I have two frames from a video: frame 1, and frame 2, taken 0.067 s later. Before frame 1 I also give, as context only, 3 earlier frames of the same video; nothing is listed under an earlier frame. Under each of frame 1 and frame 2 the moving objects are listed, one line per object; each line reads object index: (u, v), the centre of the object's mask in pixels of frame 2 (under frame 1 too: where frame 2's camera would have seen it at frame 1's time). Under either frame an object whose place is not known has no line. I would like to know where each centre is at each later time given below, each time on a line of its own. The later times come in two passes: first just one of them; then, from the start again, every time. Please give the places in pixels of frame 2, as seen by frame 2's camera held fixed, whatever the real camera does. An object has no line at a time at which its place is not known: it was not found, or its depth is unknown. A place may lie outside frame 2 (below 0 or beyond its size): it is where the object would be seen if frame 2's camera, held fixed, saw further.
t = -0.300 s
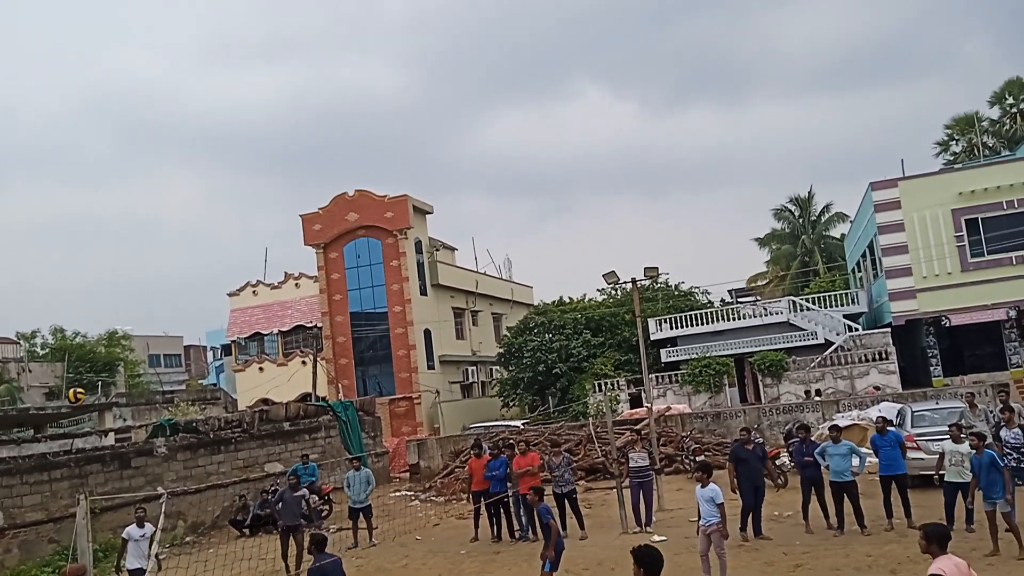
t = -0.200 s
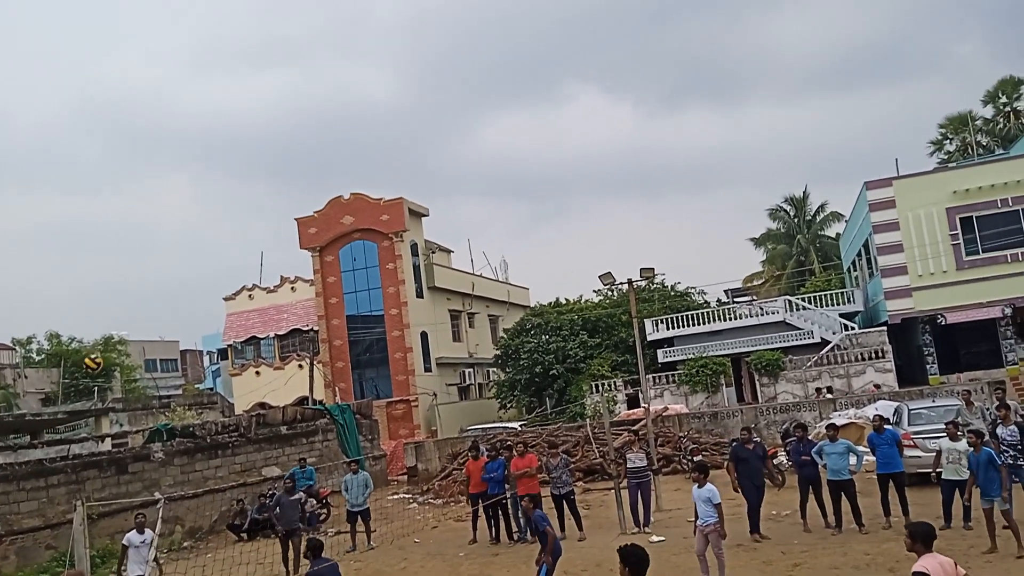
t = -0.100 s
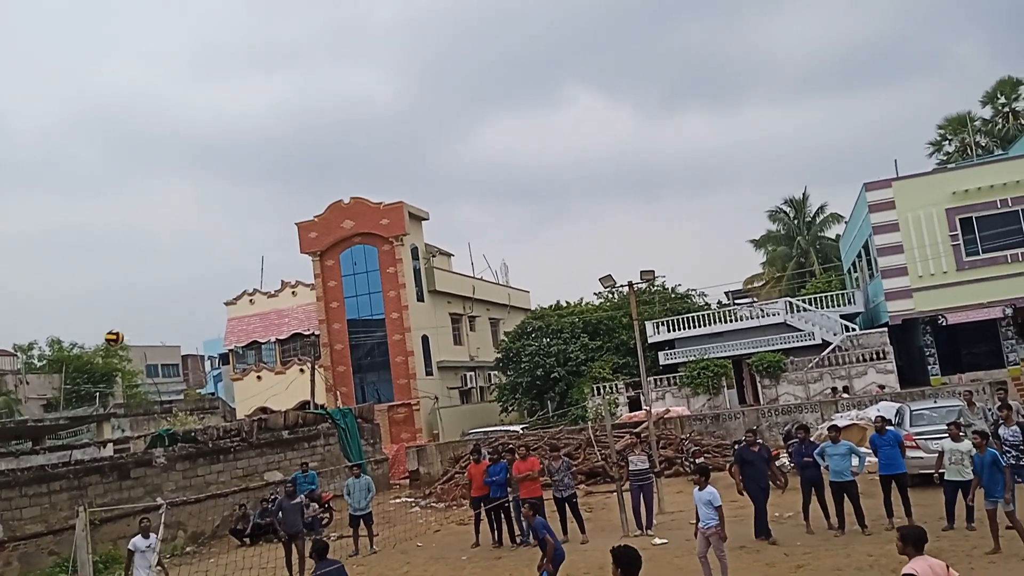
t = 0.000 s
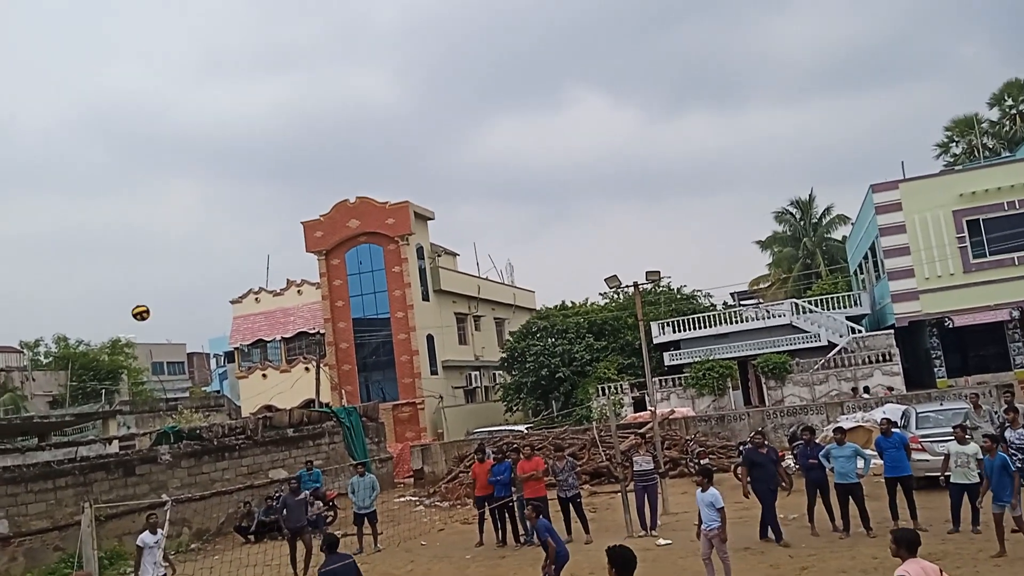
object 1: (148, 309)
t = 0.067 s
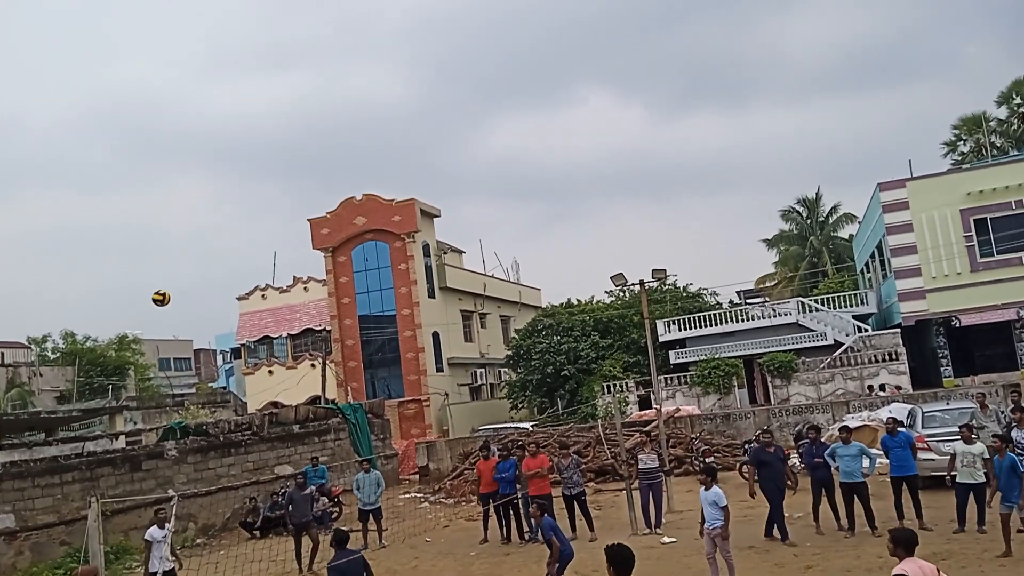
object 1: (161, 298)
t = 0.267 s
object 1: (201, 286)
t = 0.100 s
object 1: (167, 295)
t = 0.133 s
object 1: (175, 291)
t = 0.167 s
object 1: (182, 288)
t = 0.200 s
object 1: (188, 286)
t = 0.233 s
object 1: (194, 285)
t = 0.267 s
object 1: (201, 286)
